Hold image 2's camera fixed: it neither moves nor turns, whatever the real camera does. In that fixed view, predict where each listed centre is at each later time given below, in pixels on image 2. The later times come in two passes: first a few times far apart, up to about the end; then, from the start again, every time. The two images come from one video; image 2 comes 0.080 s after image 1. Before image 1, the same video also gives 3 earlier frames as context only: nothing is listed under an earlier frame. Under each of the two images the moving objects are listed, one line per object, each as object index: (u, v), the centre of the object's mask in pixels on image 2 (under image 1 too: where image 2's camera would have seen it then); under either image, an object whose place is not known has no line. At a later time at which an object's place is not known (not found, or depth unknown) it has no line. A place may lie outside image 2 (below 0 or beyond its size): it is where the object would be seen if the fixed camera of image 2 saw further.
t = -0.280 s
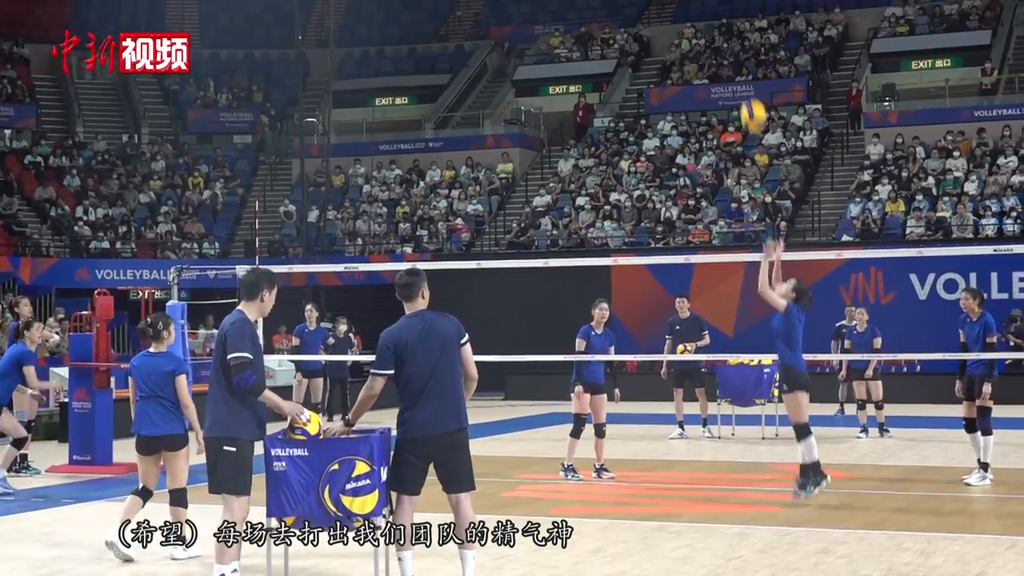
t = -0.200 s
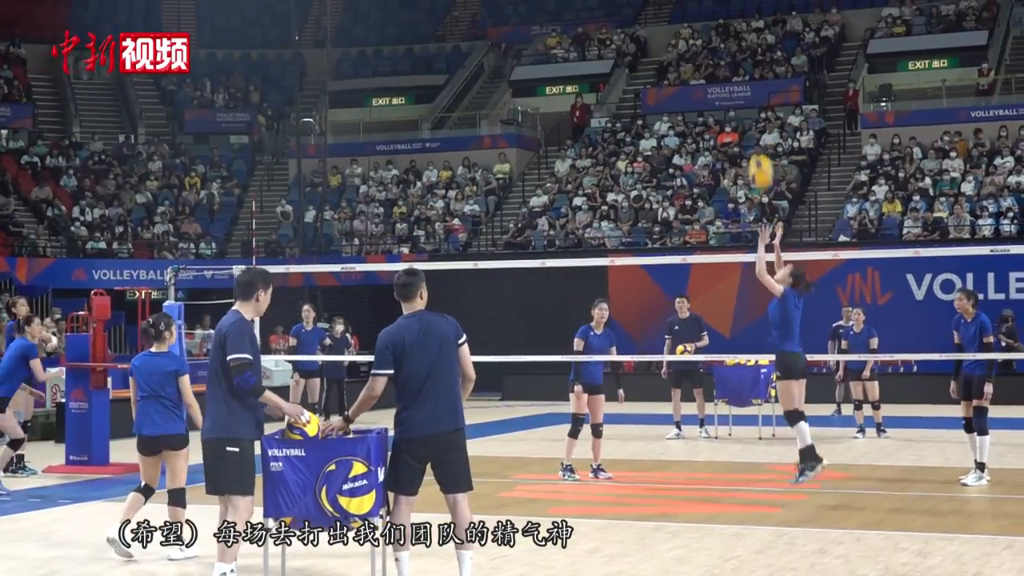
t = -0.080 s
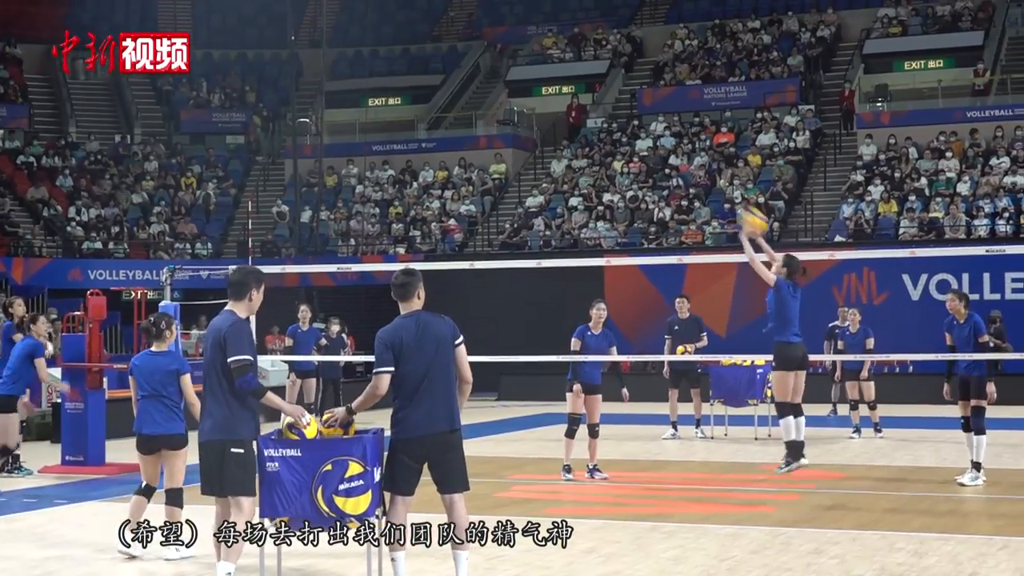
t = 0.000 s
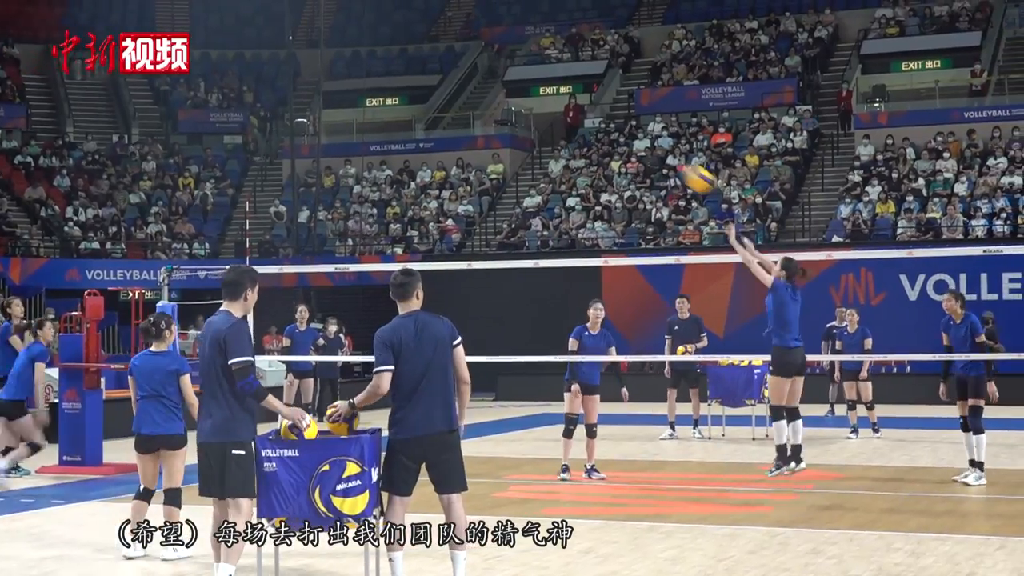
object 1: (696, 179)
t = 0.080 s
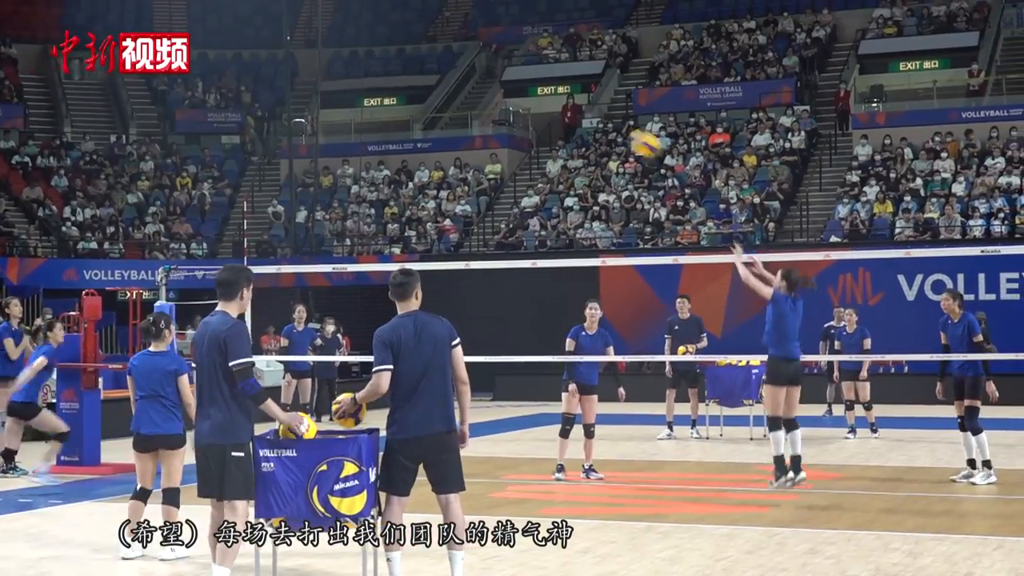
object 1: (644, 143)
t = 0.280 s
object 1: (526, 91)
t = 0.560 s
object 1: (384, 88)
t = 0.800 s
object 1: (279, 143)
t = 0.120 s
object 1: (620, 128)
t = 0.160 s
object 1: (596, 117)
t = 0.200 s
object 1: (572, 106)
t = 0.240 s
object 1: (549, 97)
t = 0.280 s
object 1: (526, 91)
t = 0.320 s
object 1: (505, 86)
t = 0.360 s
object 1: (483, 82)
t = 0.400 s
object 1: (461, 81)
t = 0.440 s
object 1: (441, 80)
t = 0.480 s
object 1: (422, 82)
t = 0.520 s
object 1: (403, 84)
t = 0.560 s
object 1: (384, 88)
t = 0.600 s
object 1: (365, 94)
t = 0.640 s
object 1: (347, 100)
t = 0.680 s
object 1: (330, 109)
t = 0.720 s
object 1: (312, 119)
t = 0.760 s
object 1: (295, 131)
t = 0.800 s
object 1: (279, 143)
